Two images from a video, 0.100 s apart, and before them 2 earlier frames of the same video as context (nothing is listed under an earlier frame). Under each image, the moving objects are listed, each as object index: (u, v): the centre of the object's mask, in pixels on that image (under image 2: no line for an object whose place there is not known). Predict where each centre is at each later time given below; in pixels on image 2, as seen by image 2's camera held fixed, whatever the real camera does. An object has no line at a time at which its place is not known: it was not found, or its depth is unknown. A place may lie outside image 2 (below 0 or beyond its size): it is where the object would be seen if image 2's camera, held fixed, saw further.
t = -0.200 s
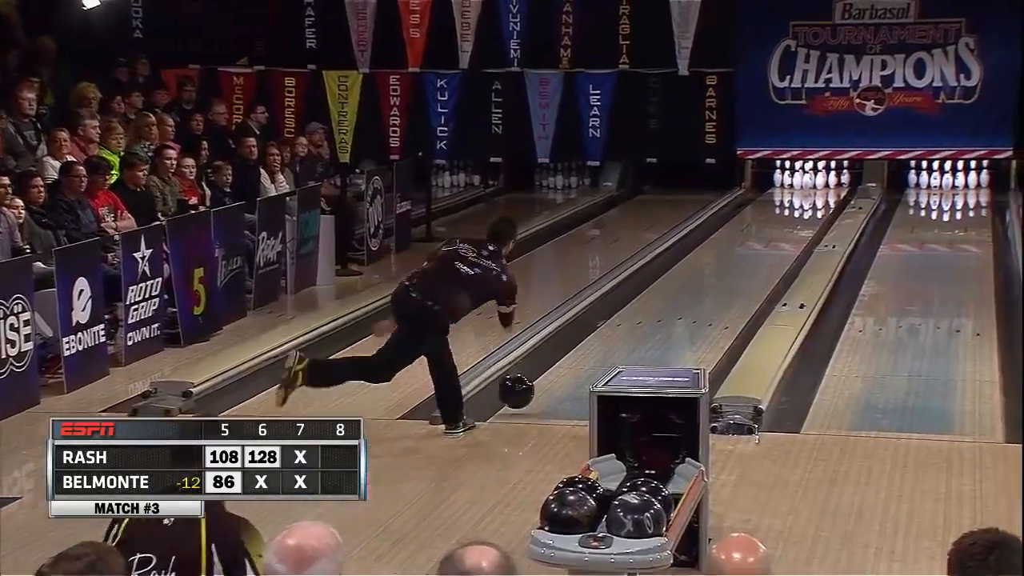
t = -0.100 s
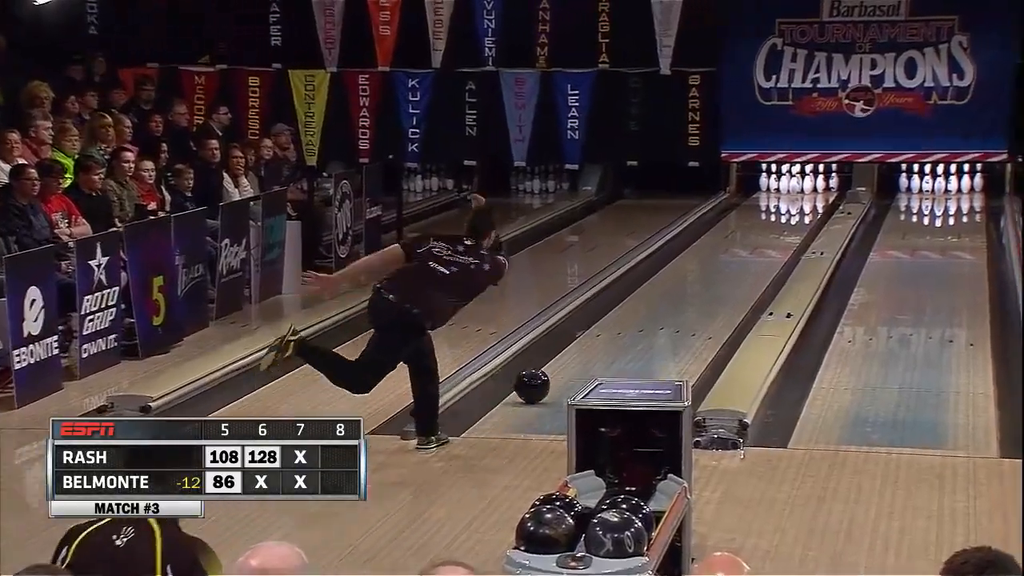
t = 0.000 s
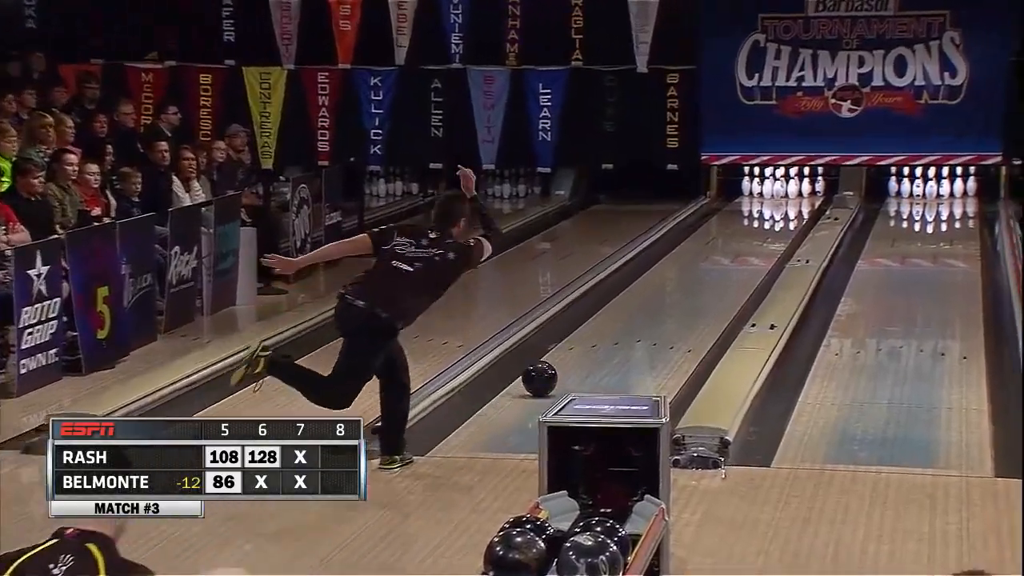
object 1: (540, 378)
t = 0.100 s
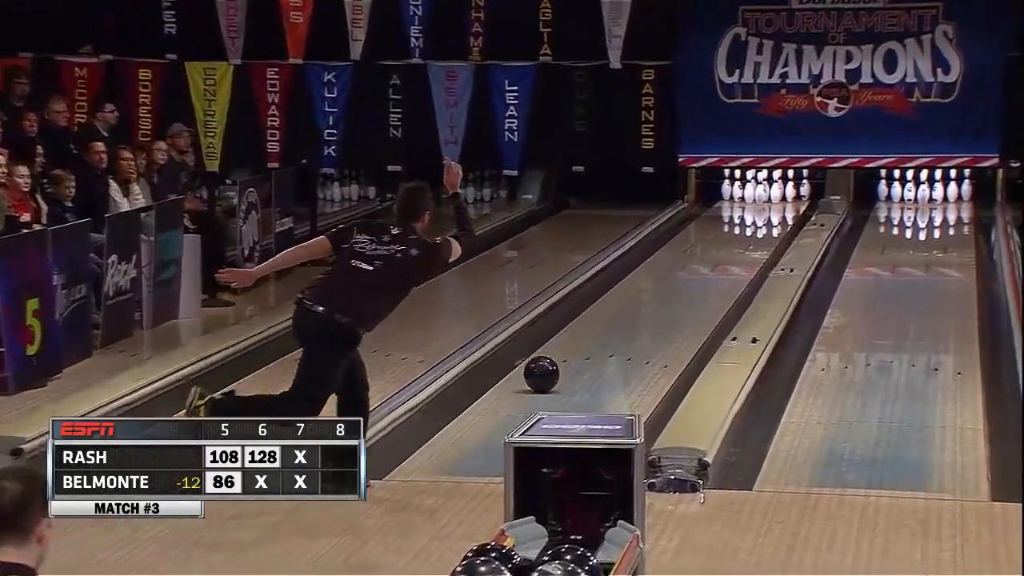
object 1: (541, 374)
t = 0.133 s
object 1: (552, 367)
